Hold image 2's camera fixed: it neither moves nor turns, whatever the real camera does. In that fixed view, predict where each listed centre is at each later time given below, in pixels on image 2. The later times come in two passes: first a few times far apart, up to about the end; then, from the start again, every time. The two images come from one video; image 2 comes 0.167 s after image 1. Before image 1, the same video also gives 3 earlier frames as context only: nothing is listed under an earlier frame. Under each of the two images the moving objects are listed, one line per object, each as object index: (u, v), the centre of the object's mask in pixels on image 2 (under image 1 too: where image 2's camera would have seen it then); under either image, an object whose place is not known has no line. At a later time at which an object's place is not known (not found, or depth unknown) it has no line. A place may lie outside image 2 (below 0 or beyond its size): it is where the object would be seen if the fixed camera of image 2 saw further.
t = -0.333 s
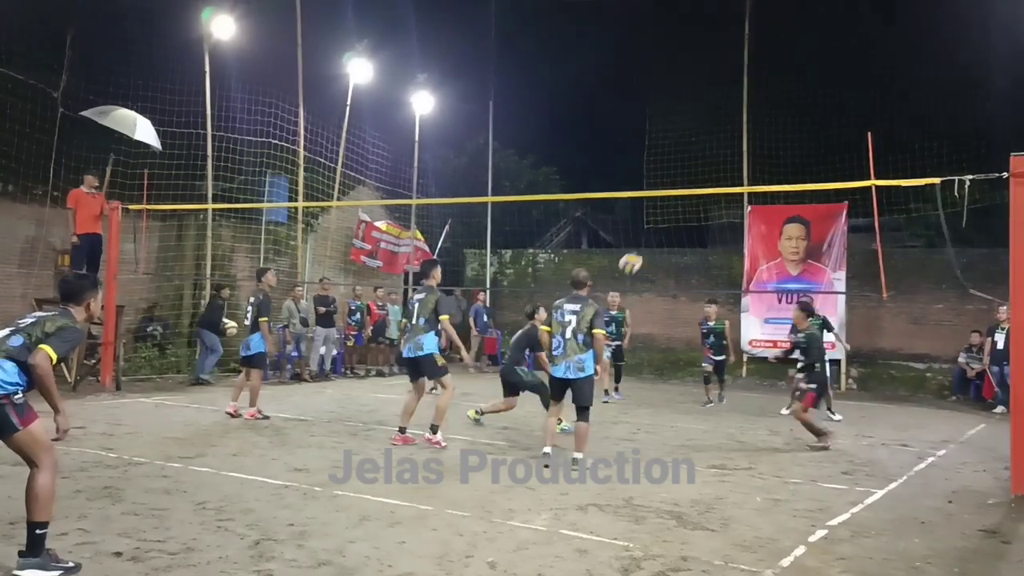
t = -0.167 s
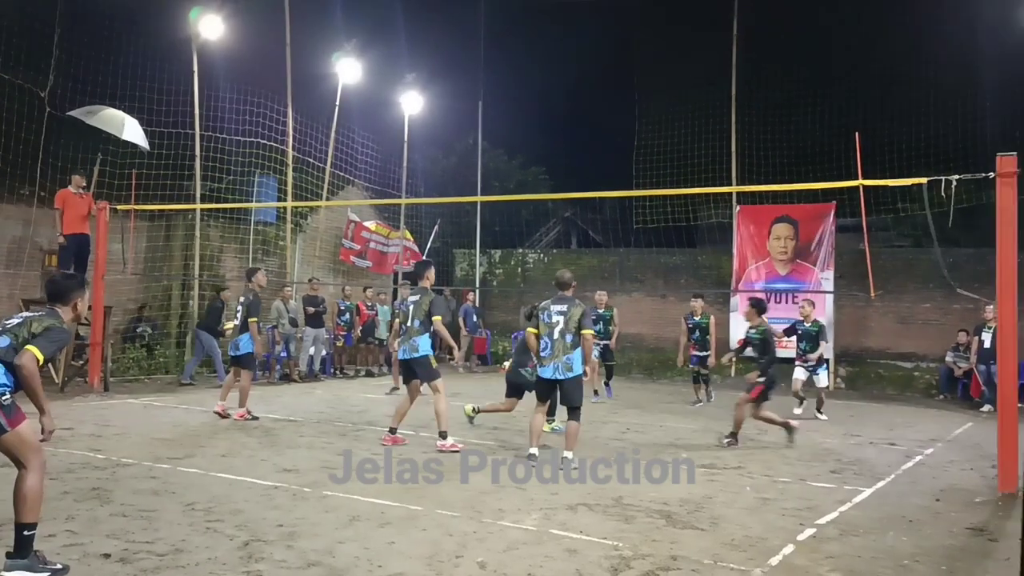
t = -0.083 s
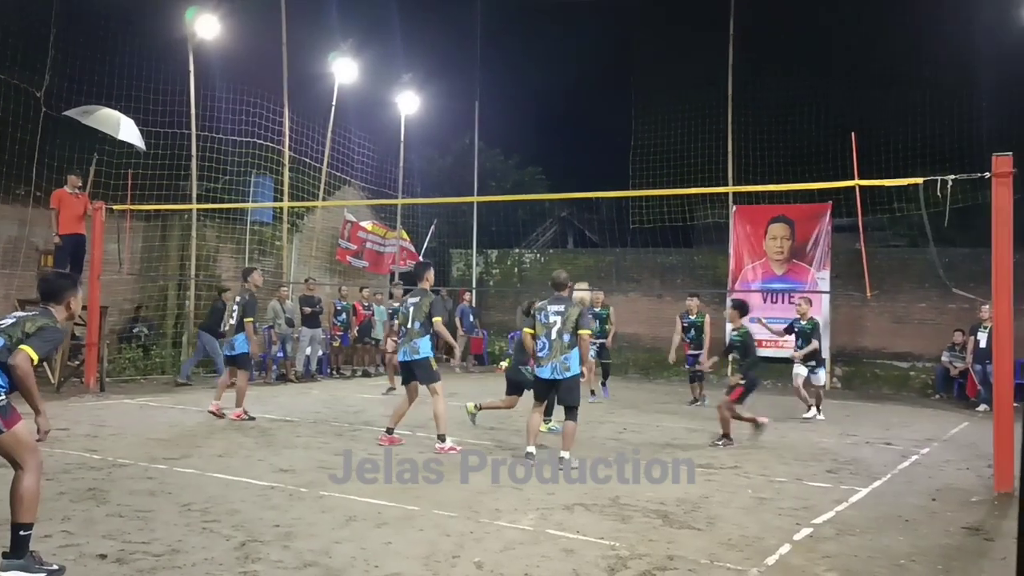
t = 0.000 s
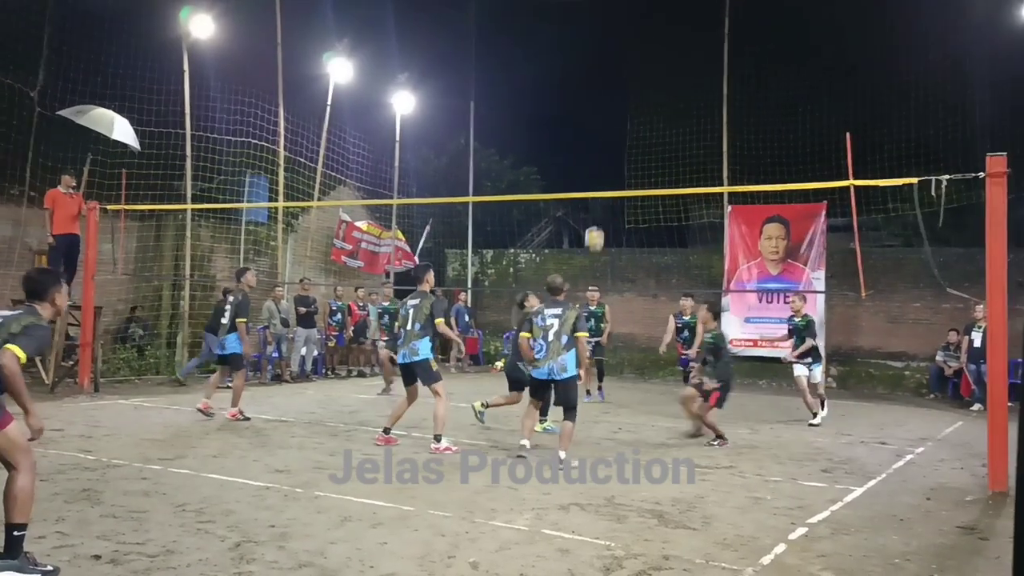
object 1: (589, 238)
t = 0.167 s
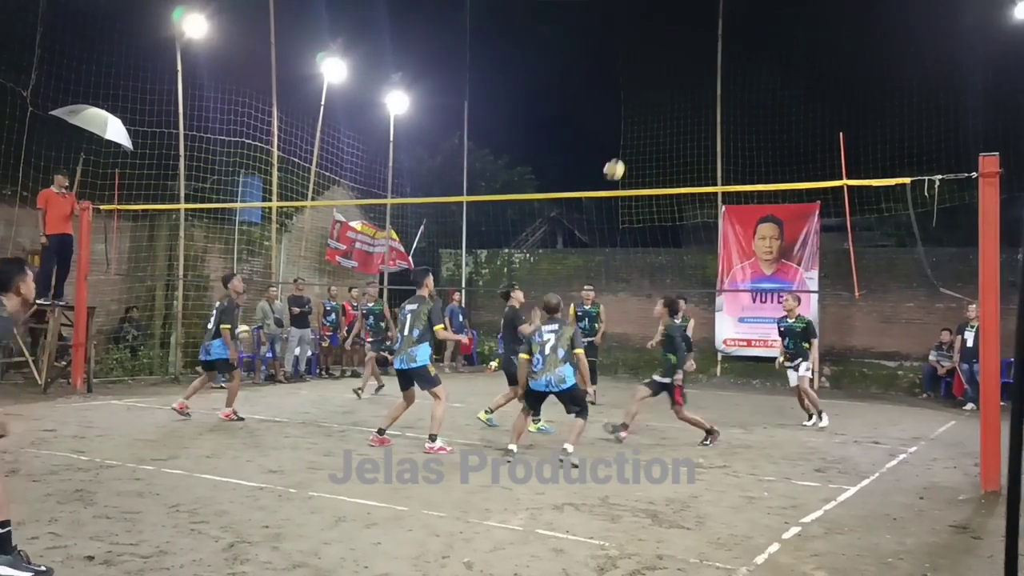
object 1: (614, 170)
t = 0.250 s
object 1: (623, 149)
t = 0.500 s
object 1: (657, 105)
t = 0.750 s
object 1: (684, 114)
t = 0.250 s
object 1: (623, 149)
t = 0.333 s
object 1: (637, 125)
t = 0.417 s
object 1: (645, 114)
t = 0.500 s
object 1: (657, 105)
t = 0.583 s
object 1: (665, 103)
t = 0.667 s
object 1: (677, 107)
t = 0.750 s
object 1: (684, 114)
